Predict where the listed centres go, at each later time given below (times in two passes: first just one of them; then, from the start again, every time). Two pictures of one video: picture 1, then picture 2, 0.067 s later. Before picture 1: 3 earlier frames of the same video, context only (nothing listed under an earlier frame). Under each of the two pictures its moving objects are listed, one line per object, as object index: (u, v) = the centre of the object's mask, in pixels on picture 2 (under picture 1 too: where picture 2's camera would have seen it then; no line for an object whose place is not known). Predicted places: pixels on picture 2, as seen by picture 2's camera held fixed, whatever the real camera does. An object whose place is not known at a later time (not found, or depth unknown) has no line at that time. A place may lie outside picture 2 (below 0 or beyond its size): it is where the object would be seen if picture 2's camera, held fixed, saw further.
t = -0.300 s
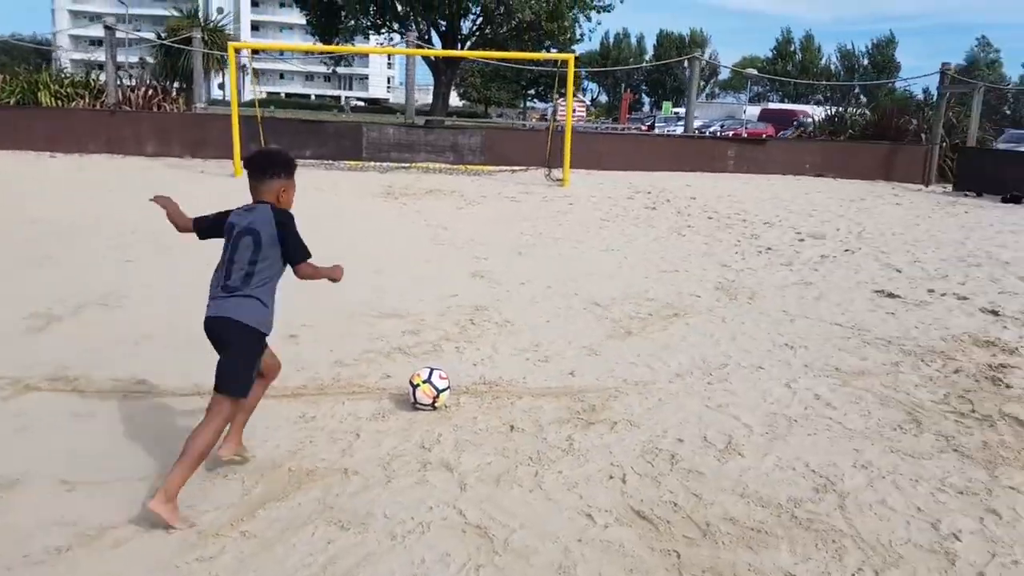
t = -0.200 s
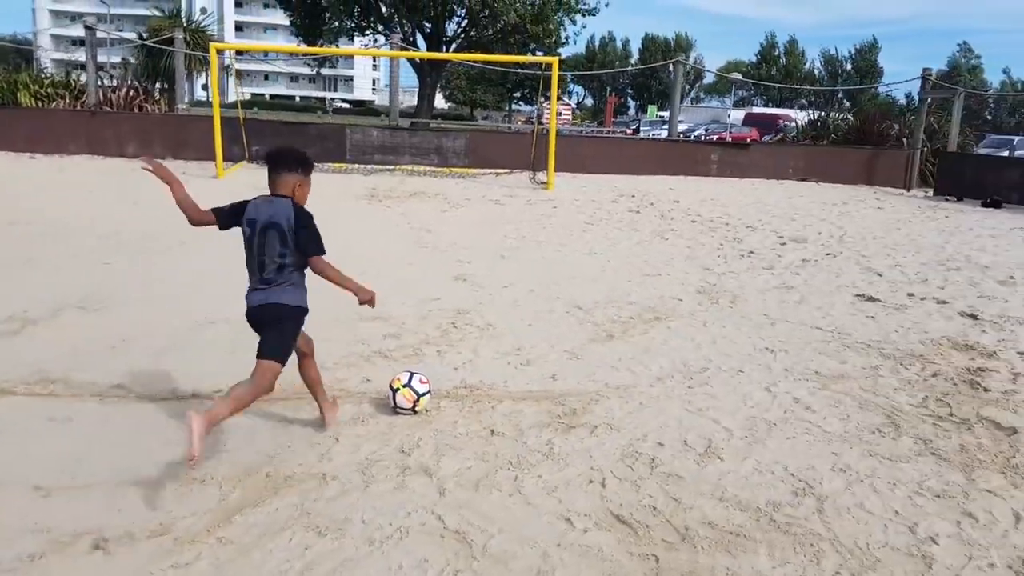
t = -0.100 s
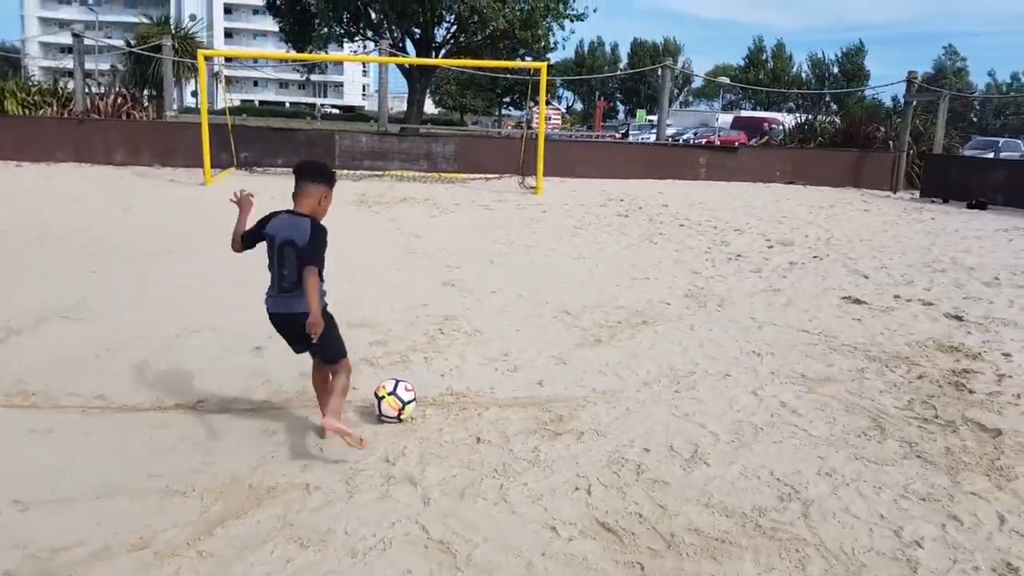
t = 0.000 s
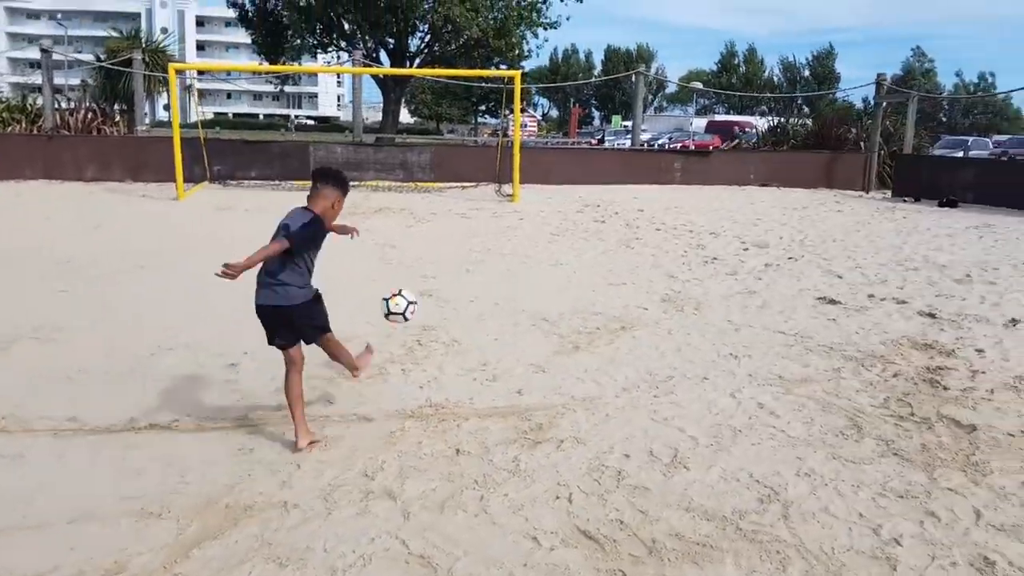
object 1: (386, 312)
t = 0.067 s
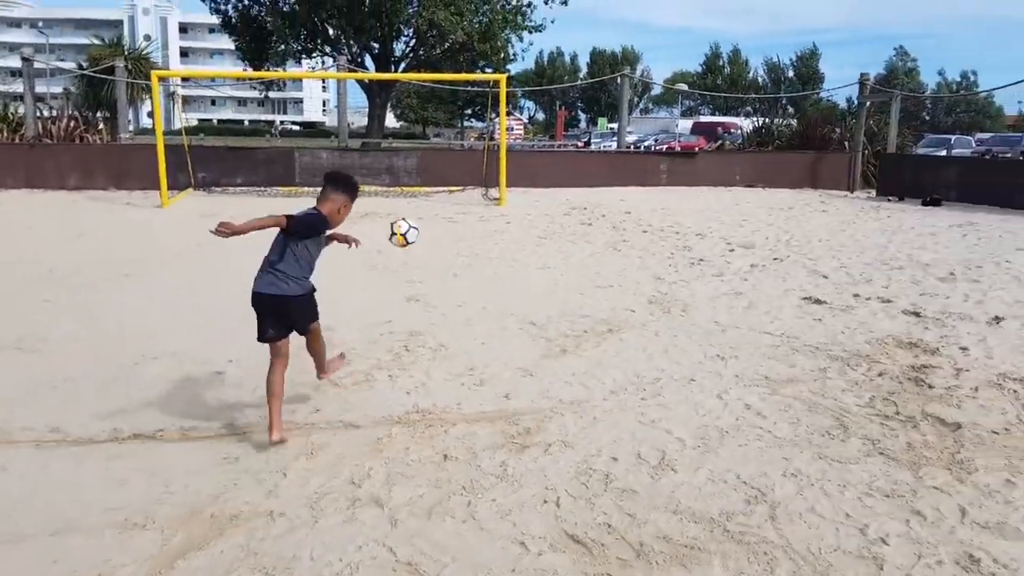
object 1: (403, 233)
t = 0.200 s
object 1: (421, 139)
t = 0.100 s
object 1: (408, 202)
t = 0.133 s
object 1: (413, 178)
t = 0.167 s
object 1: (418, 157)
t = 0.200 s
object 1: (421, 139)
